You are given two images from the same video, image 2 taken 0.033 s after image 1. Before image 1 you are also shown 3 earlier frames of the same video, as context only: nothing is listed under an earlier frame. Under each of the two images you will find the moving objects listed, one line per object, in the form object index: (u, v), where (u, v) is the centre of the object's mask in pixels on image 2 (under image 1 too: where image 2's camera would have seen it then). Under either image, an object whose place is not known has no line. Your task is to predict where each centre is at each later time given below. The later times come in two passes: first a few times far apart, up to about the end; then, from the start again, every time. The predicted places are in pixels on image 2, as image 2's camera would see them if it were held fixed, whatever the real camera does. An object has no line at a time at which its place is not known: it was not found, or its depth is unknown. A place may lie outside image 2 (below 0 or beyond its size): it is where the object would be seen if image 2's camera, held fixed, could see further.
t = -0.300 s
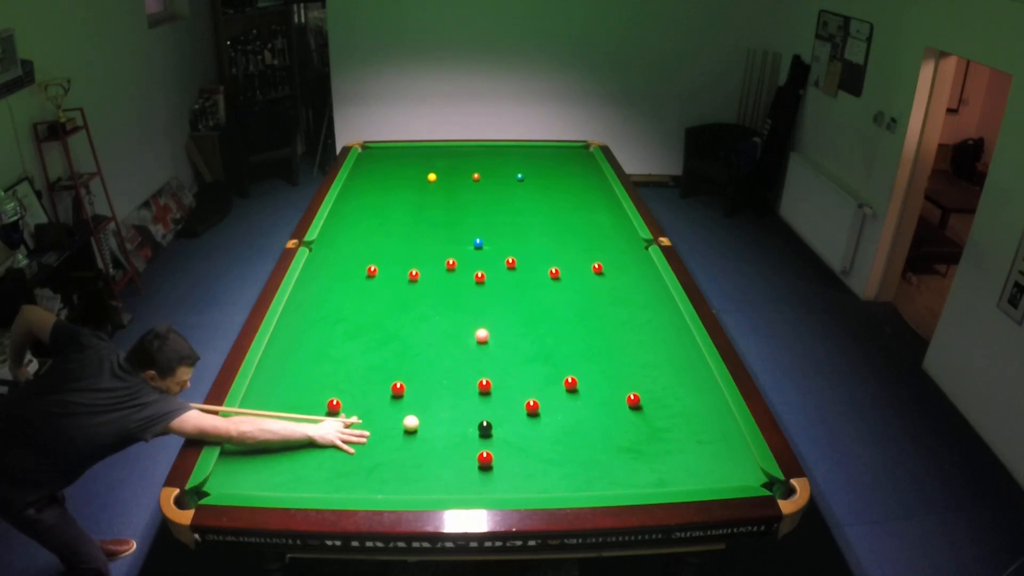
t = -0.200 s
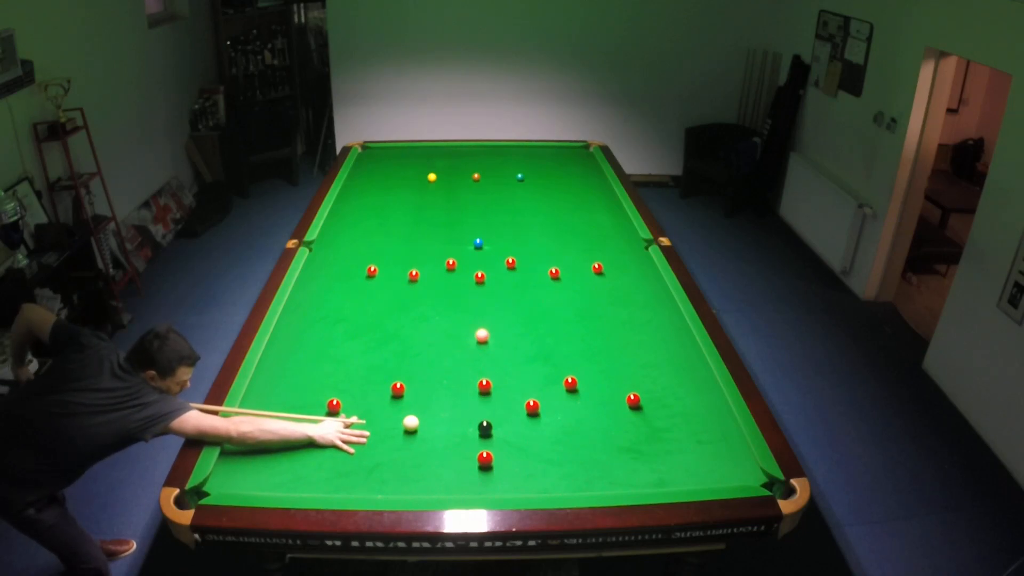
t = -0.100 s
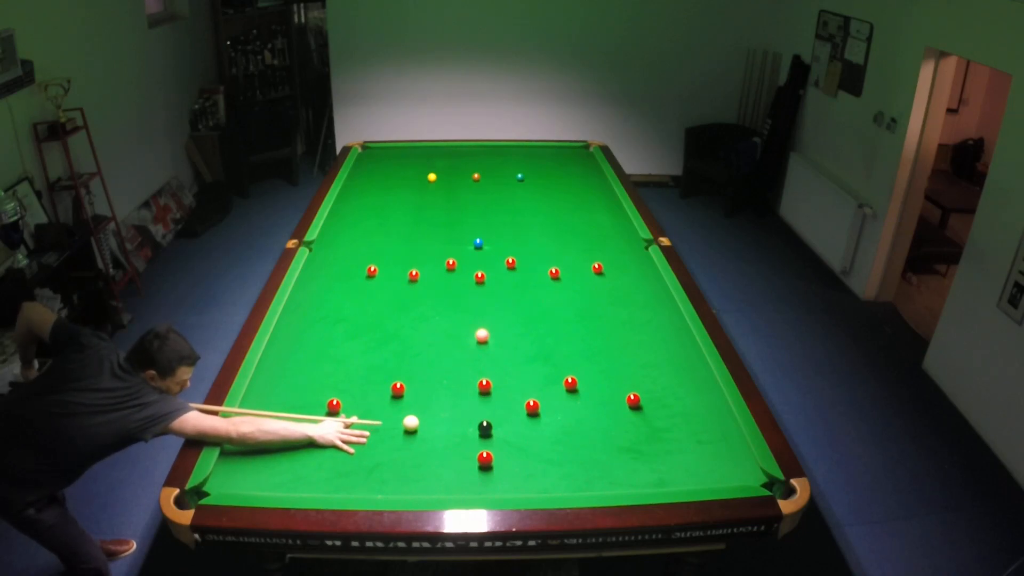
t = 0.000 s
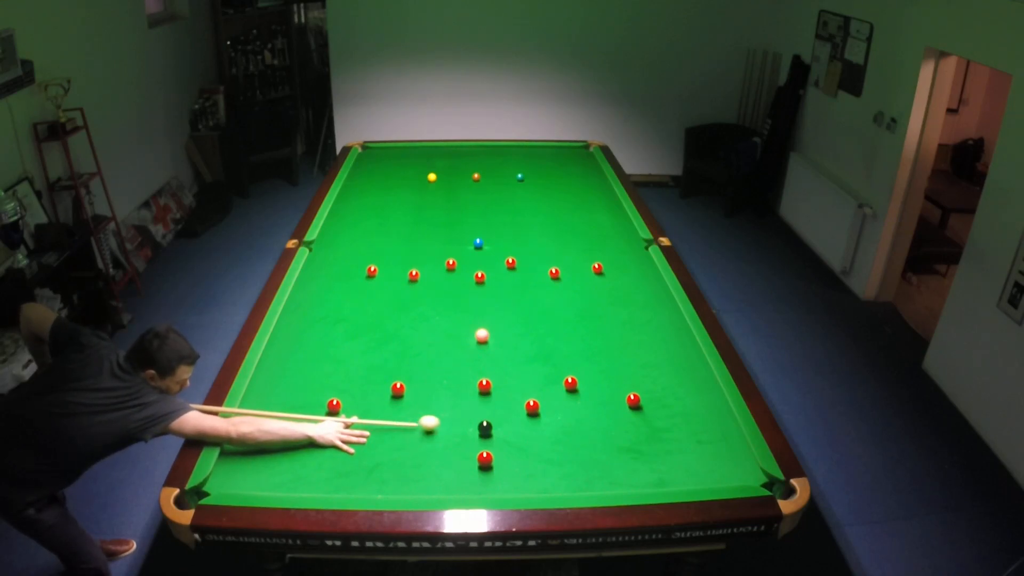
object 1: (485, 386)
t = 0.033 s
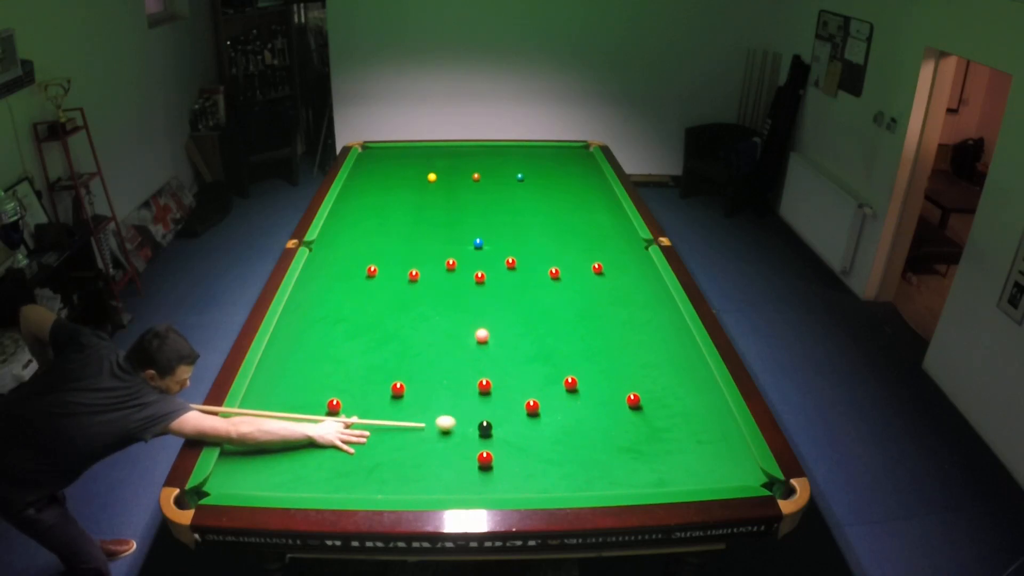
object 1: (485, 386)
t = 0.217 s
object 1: (485, 386)
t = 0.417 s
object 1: (485, 386)
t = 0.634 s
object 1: (486, 384)
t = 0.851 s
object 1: (488, 381)
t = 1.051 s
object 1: (489, 377)
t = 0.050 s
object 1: (485, 386)
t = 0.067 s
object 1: (485, 386)
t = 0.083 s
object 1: (485, 386)
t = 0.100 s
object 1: (485, 386)
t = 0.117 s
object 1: (485, 386)
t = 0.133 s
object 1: (485, 386)
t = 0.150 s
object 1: (485, 386)
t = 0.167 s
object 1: (485, 386)
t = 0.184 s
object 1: (485, 386)
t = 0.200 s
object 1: (485, 386)
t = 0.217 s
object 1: (485, 386)
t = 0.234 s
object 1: (485, 386)
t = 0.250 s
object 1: (485, 386)
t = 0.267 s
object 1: (485, 386)
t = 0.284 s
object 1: (485, 386)
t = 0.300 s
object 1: (485, 386)
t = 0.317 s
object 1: (485, 386)
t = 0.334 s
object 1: (485, 386)
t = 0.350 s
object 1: (485, 386)
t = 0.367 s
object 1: (485, 386)
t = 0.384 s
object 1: (485, 386)
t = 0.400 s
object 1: (485, 386)
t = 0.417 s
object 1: (485, 386)
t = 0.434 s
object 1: (485, 386)
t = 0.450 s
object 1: (485, 386)
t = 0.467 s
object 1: (485, 386)
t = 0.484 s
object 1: (485, 386)
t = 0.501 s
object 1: (485, 386)
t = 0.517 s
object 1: (485, 386)
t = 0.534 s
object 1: (485, 386)
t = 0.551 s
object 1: (485, 386)
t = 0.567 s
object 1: (485, 385)
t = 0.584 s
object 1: (485, 385)
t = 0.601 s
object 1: (485, 385)
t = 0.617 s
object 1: (485, 385)
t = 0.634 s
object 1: (486, 384)
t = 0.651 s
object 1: (486, 384)
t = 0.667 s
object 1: (486, 384)
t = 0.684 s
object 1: (486, 383)
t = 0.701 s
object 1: (486, 383)
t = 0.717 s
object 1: (487, 383)
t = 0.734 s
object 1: (487, 383)
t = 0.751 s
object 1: (487, 382)
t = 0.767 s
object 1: (487, 382)
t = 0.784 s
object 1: (487, 382)
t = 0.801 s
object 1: (487, 381)
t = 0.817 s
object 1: (487, 381)
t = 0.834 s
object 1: (488, 381)
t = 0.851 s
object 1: (488, 381)
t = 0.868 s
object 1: (488, 380)
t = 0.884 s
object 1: (488, 380)
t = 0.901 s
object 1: (488, 379)
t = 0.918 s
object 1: (488, 379)
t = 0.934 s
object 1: (488, 379)
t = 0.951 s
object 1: (488, 379)
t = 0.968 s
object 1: (489, 378)
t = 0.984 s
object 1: (489, 378)
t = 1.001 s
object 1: (489, 378)
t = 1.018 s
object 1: (489, 377)
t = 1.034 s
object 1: (489, 377)
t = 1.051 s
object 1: (489, 377)
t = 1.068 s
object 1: (490, 376)
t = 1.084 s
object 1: (490, 376)
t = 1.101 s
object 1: (490, 376)
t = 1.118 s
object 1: (490, 375)
